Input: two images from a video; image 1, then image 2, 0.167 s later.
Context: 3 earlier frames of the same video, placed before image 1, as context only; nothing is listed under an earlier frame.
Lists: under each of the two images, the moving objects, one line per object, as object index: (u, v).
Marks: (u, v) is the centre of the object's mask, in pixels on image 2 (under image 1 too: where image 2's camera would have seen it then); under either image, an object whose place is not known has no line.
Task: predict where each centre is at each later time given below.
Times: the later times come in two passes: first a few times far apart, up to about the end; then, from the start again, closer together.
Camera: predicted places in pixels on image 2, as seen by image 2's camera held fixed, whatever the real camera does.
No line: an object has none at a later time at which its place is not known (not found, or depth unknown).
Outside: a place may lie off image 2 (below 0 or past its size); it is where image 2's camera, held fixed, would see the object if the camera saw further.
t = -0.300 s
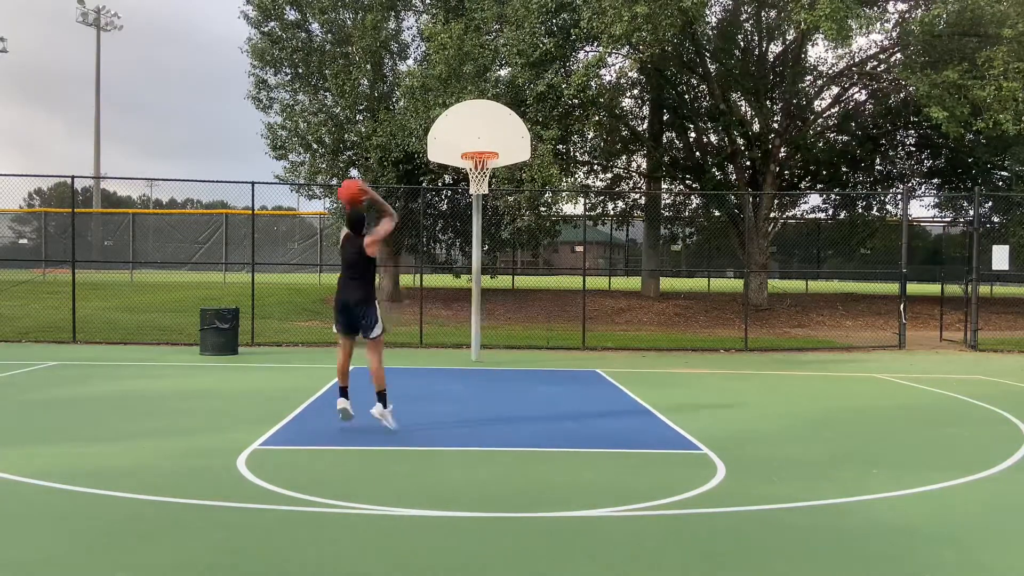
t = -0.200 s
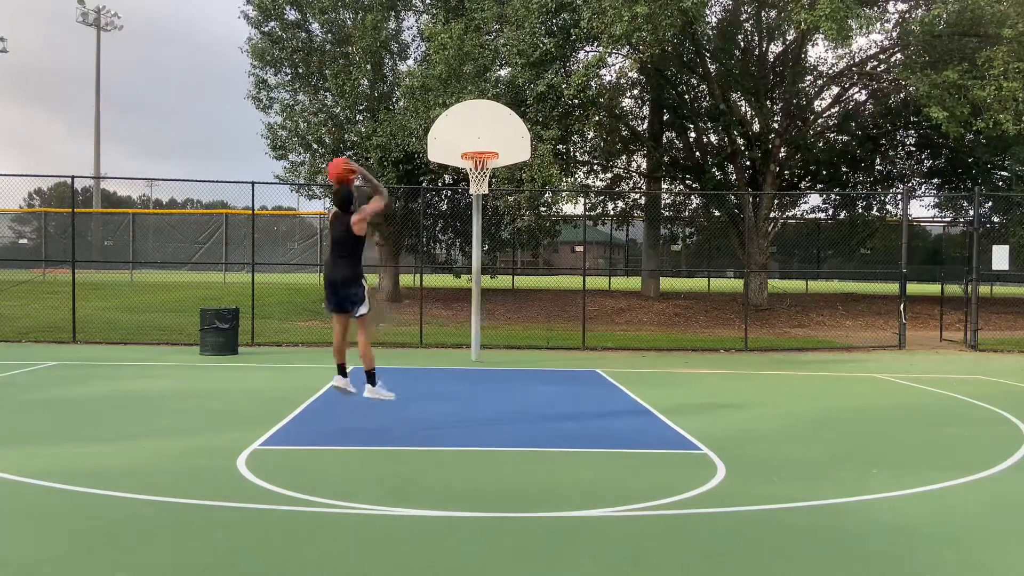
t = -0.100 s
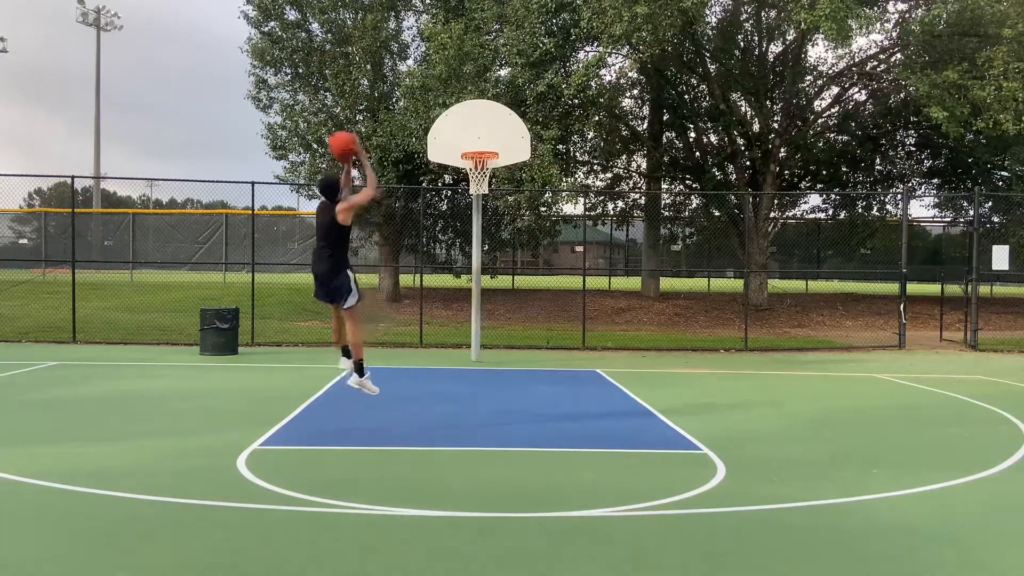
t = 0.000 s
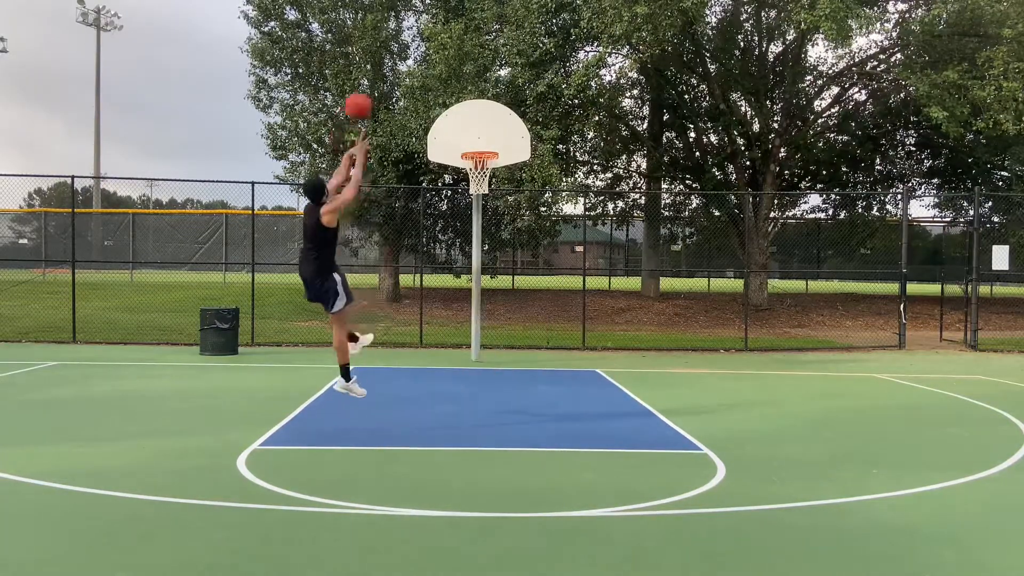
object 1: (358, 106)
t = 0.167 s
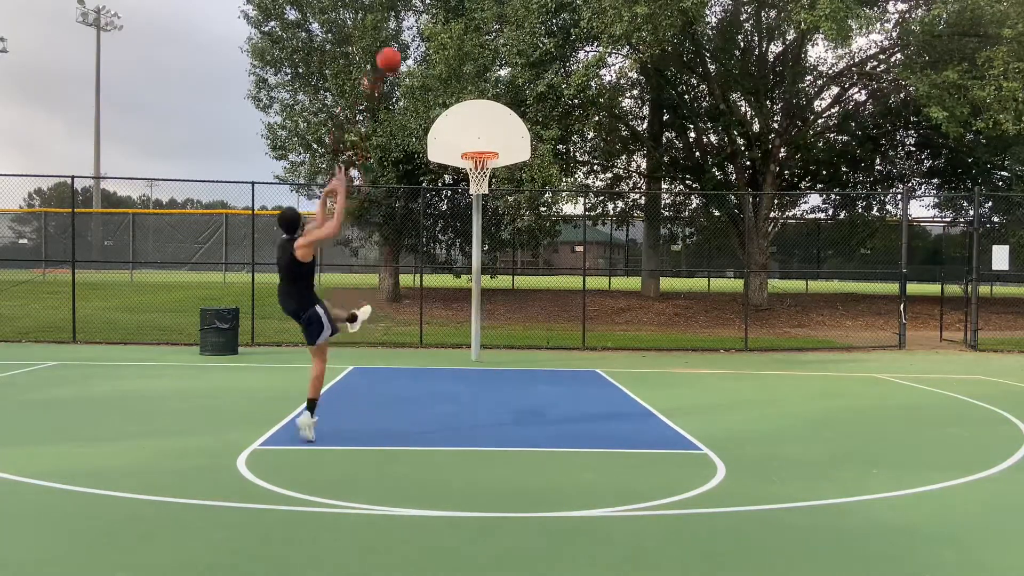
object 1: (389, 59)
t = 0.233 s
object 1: (400, 51)
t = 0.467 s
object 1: (433, 56)
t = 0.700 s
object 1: (460, 104)
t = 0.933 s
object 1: (464, 152)
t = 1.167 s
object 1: (437, 194)
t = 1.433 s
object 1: (396, 320)
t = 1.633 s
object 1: (362, 377)
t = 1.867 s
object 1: (328, 273)
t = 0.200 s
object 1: (395, 55)
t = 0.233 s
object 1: (400, 51)
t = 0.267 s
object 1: (406, 49)
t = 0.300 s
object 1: (410, 48)
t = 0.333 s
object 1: (415, 47)
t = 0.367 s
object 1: (417, 47)
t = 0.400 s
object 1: (425, 49)
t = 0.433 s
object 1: (430, 52)
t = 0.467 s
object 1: (433, 56)
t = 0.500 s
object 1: (436, 58)
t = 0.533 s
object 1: (442, 66)
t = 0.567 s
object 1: (446, 73)
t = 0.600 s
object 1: (450, 79)
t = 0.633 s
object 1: (453, 87)
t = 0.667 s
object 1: (456, 95)
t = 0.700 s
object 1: (460, 104)
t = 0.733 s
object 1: (464, 114)
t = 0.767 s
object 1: (467, 124)
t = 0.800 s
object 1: (470, 135)
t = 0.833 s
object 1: (473, 146)
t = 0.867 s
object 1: (471, 148)
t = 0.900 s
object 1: (468, 150)
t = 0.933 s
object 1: (464, 152)
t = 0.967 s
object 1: (460, 154)
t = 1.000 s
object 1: (457, 158)
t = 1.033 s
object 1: (453, 163)
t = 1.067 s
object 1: (450, 169)
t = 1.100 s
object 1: (445, 176)
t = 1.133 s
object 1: (441, 185)
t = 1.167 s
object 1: (437, 194)
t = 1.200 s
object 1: (433, 204)
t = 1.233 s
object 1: (428, 216)
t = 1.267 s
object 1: (423, 230)
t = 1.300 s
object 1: (418, 245)
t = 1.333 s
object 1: (412, 262)
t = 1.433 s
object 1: (396, 320)
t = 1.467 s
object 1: (390, 344)
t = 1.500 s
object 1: (384, 368)
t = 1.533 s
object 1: (378, 396)
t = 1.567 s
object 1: (371, 415)
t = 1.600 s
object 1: (367, 395)
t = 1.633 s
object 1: (362, 377)
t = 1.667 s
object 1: (358, 360)
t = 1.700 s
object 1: (354, 343)
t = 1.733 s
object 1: (349, 327)
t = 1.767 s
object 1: (345, 312)
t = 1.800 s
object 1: (339, 298)
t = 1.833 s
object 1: (334, 285)
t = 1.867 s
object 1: (328, 273)
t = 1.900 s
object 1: (323, 262)
